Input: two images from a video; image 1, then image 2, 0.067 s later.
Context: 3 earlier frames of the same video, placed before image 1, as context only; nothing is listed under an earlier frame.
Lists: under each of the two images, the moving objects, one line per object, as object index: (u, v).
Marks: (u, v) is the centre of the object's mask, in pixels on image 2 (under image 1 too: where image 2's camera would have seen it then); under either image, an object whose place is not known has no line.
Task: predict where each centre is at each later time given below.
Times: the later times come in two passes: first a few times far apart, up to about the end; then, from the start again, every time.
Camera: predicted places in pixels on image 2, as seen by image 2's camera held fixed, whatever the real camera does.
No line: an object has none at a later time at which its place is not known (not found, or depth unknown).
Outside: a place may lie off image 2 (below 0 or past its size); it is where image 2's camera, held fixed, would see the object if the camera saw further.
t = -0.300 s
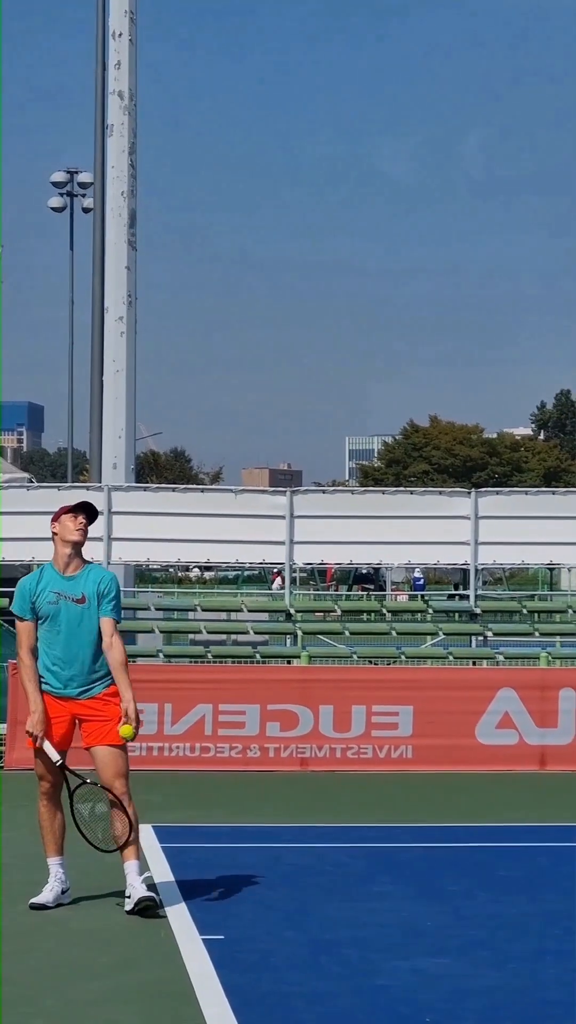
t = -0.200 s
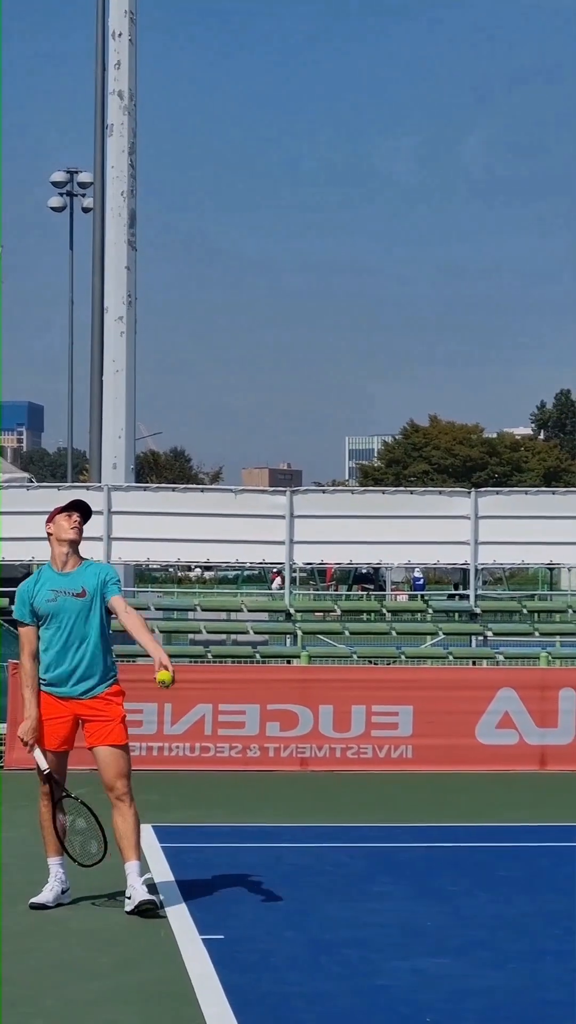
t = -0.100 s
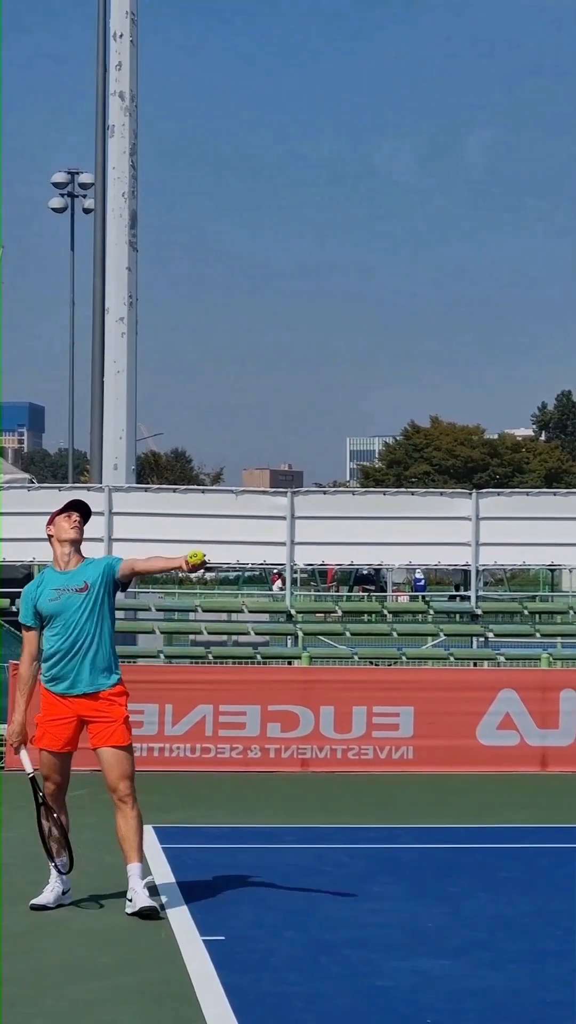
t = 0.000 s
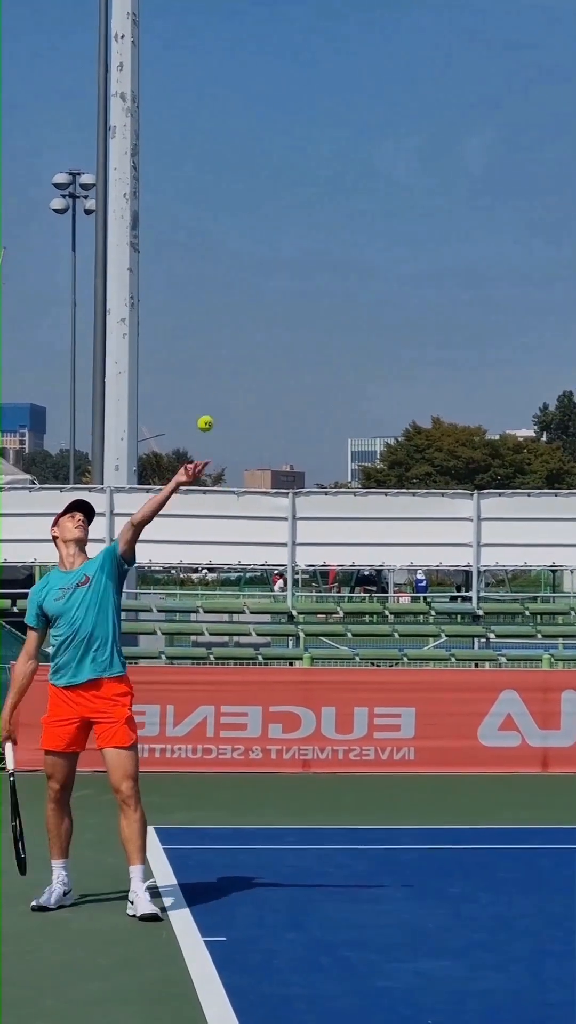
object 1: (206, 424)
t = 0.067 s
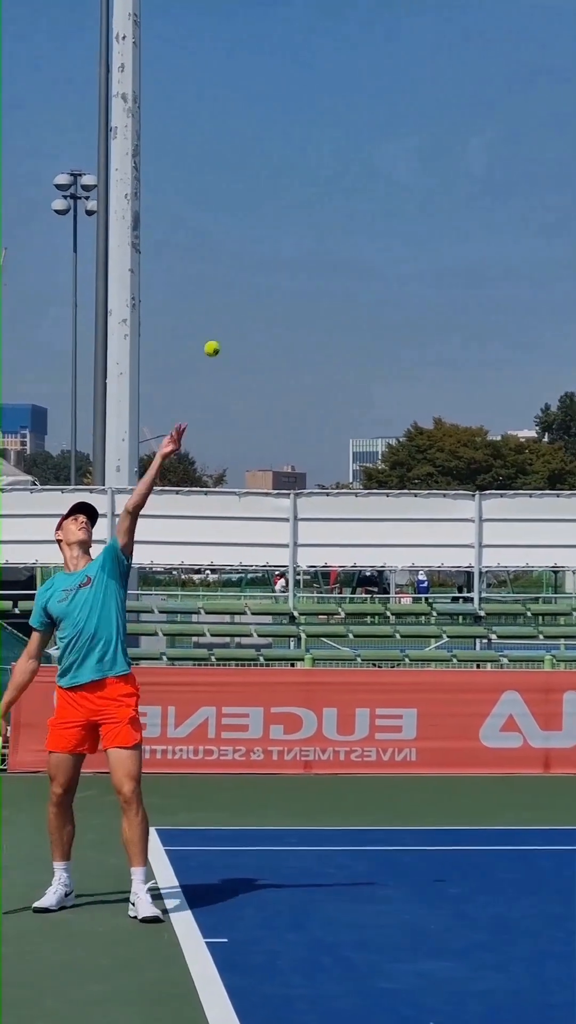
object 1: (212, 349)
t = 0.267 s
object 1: (226, 188)
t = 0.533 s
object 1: (244, 117)
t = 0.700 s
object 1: (254, 151)
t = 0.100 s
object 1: (214, 315)
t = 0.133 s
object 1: (218, 283)
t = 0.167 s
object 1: (221, 255)
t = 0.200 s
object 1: (223, 231)
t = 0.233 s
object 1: (224, 209)
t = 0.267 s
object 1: (226, 188)
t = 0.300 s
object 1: (229, 171)
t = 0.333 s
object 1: (231, 155)
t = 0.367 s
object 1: (233, 143)
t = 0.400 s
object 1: (235, 133)
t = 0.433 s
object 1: (238, 125)
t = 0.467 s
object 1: (240, 119)
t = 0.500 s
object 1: (241, 117)
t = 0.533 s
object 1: (244, 117)
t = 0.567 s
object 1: (246, 118)
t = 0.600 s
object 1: (248, 123)
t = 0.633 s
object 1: (250, 130)
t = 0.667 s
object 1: (252, 139)
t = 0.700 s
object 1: (254, 151)
